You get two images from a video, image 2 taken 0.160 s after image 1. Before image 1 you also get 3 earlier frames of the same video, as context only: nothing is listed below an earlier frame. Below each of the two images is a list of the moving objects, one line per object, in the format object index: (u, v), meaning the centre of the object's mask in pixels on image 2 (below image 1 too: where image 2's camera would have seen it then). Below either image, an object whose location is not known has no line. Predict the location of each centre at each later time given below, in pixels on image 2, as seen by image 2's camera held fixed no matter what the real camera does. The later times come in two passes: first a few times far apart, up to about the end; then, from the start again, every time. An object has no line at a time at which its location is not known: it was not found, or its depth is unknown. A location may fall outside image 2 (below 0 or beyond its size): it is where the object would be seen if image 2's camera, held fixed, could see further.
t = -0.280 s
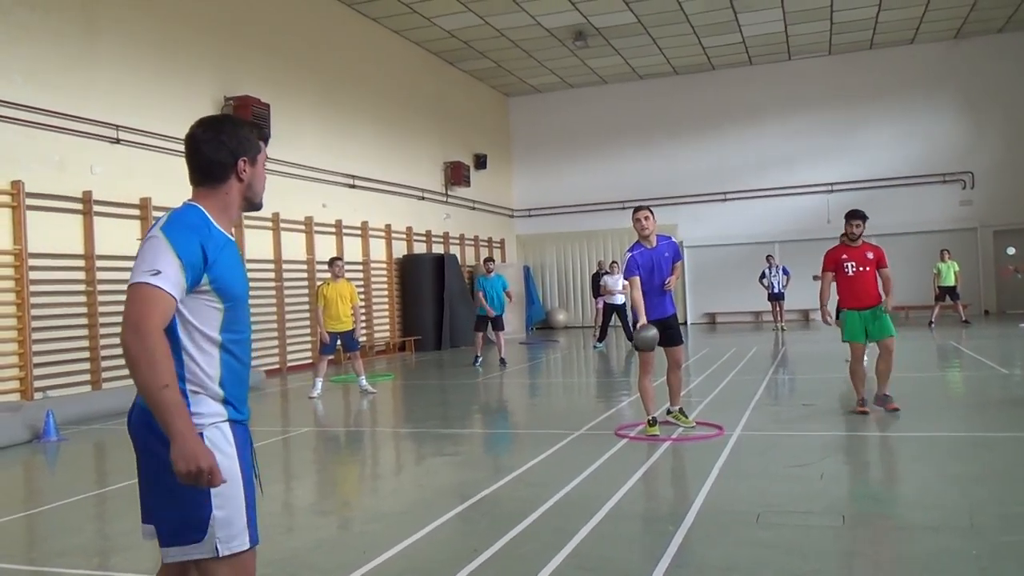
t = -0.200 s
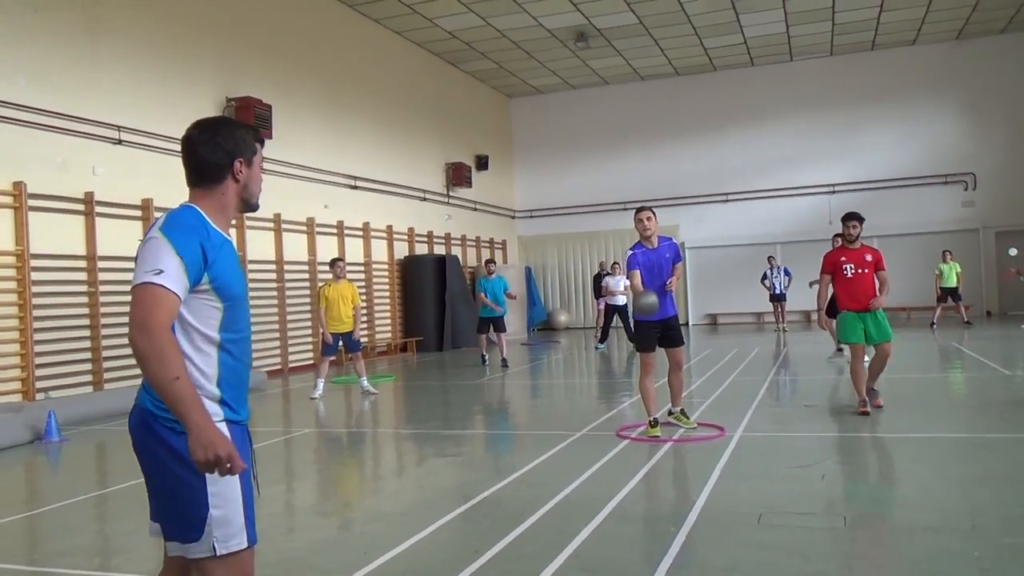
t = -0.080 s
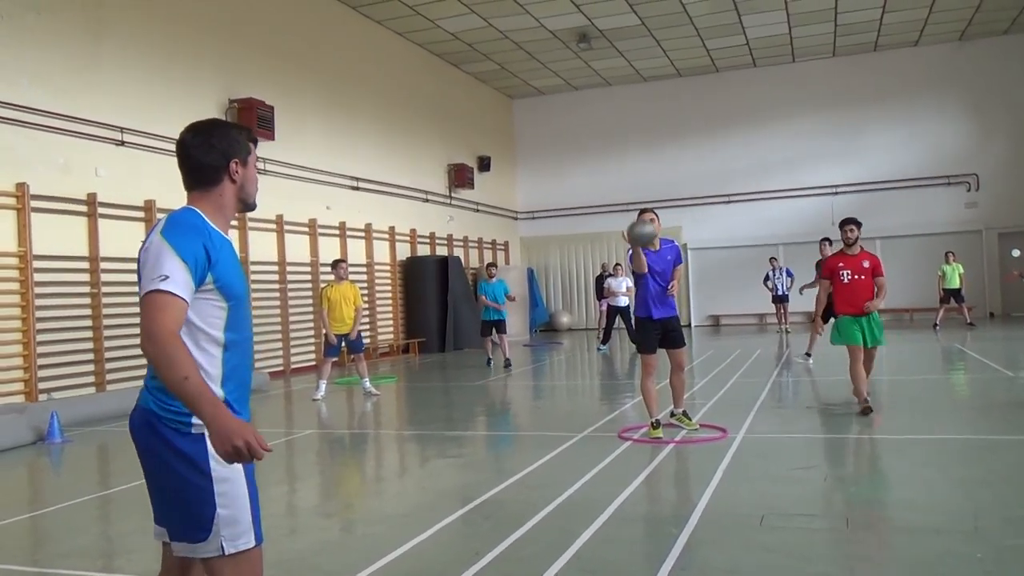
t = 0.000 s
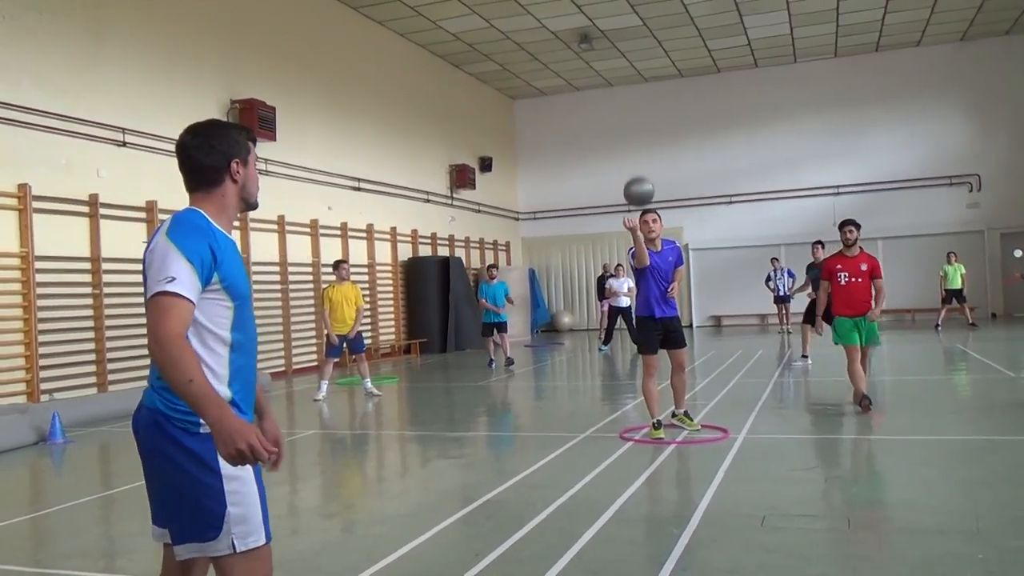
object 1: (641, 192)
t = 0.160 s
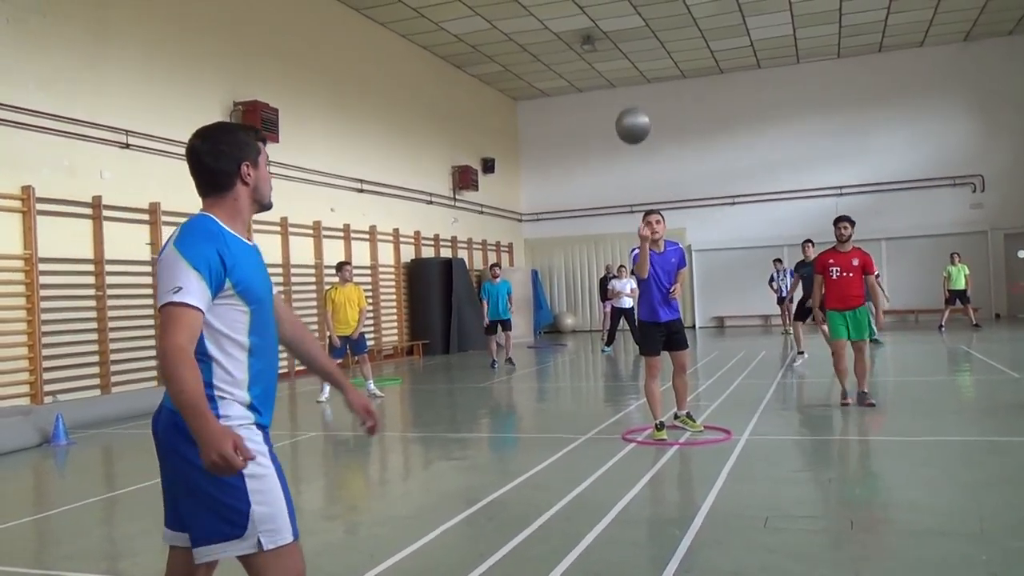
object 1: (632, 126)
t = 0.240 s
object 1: (628, 103)
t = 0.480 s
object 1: (614, 102)
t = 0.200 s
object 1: (630, 113)
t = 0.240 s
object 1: (628, 103)
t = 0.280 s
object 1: (626, 94)
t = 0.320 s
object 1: (624, 88)
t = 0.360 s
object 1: (621, 86)
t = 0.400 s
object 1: (619, 86)
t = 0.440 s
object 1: (617, 91)
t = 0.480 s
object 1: (614, 102)
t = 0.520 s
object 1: (612, 117)
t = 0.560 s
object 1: (610, 139)
